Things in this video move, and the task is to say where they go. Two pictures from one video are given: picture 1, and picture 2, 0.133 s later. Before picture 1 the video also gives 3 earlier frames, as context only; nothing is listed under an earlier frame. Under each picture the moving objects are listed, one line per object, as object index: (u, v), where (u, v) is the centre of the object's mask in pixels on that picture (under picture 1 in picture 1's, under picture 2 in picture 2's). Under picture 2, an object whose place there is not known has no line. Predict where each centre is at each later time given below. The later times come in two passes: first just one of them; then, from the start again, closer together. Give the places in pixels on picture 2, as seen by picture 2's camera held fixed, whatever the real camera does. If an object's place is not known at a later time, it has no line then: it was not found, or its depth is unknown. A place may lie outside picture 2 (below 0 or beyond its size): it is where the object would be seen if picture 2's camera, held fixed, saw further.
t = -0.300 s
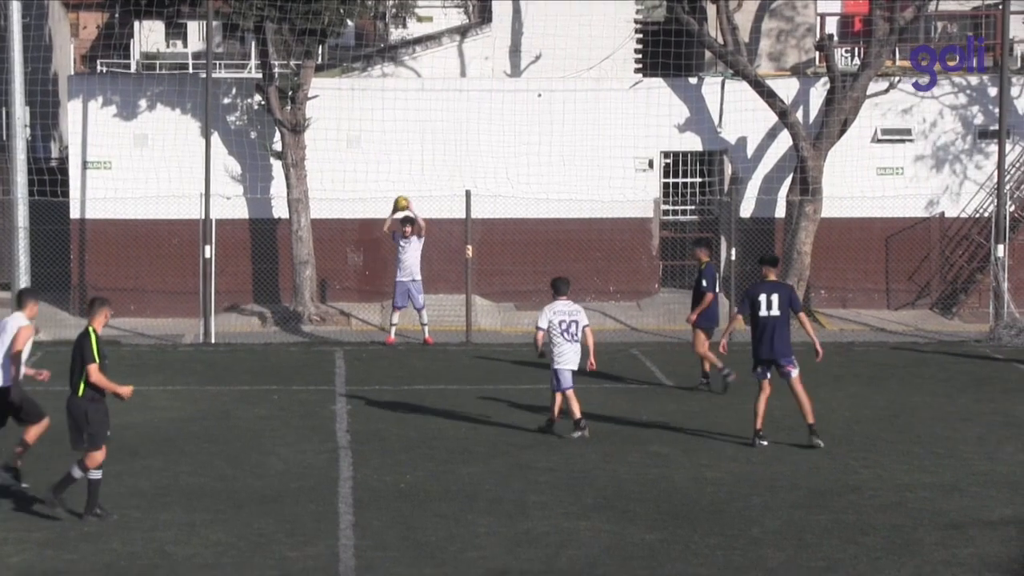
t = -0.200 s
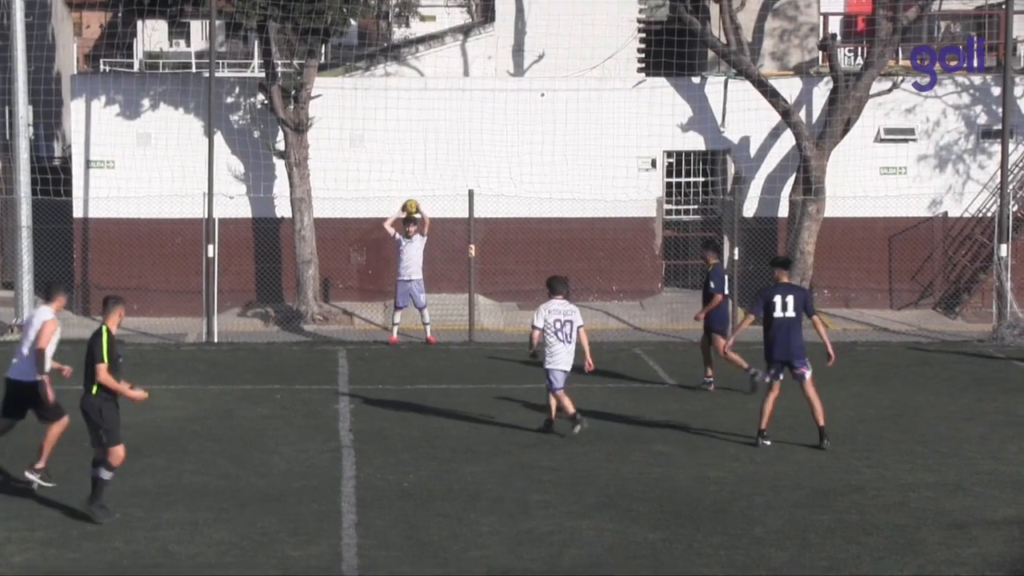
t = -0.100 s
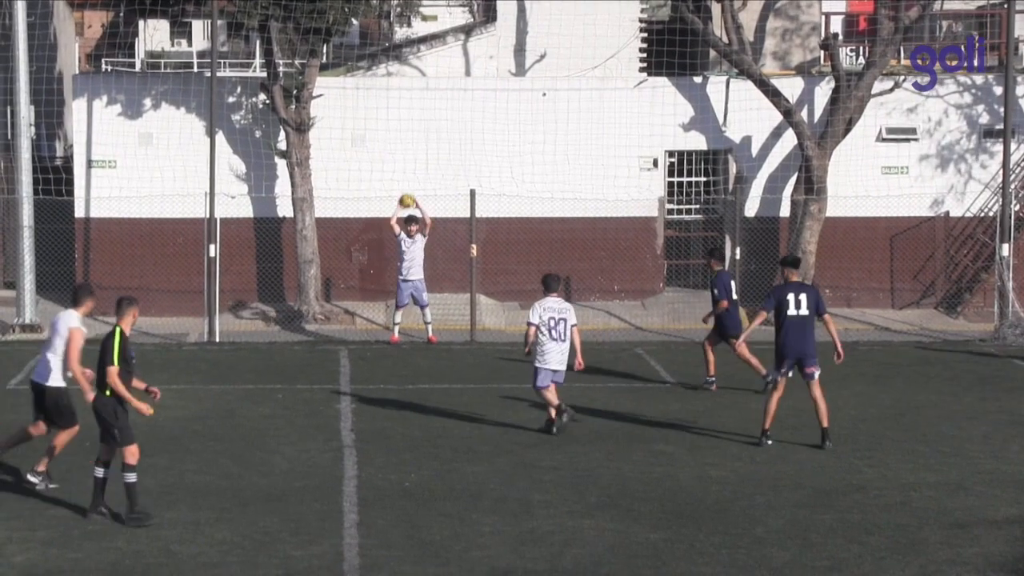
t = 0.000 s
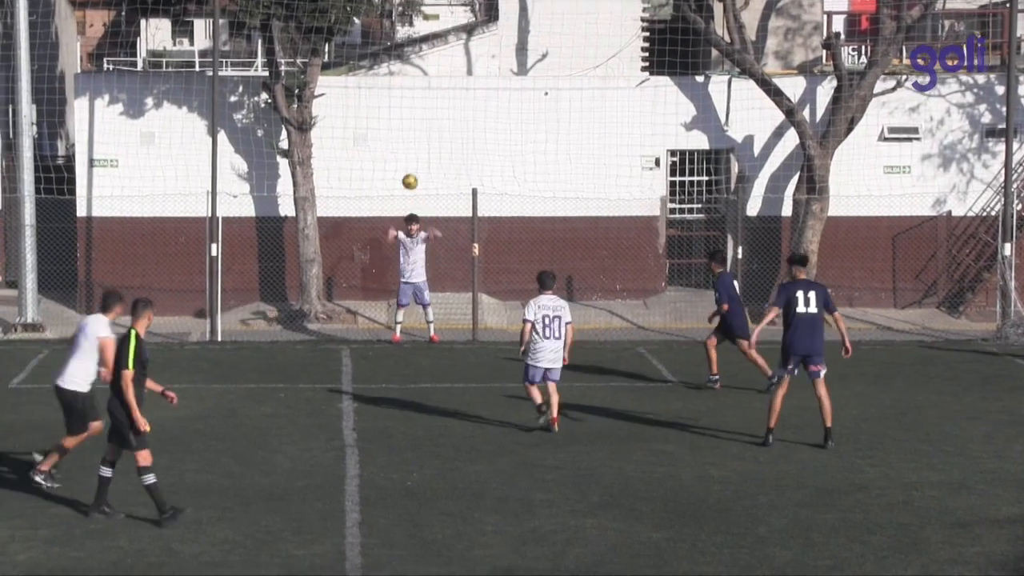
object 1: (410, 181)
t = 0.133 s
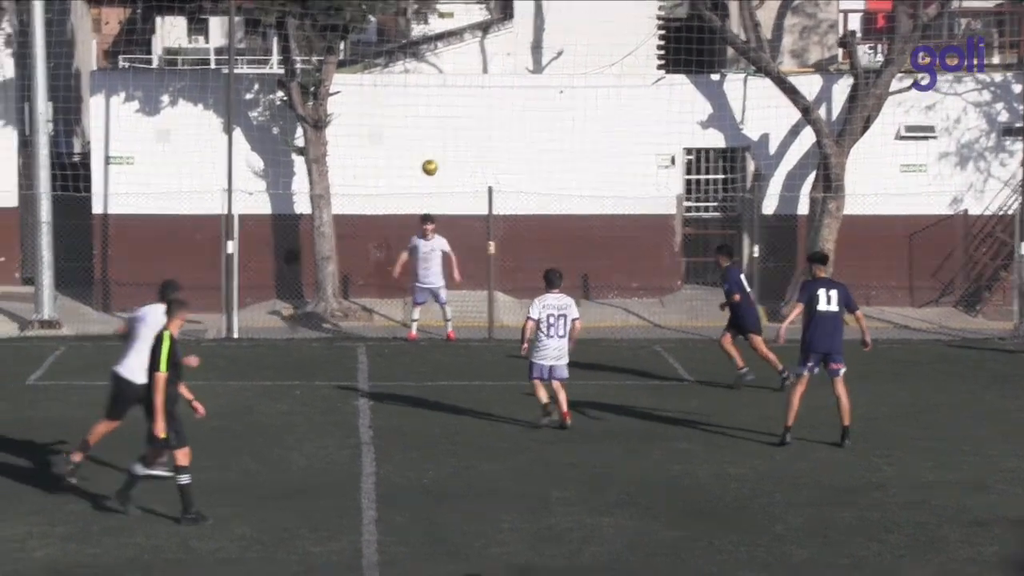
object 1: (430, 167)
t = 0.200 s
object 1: (432, 166)
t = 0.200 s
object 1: (432, 166)
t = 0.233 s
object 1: (434, 167)
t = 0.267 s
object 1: (436, 168)
